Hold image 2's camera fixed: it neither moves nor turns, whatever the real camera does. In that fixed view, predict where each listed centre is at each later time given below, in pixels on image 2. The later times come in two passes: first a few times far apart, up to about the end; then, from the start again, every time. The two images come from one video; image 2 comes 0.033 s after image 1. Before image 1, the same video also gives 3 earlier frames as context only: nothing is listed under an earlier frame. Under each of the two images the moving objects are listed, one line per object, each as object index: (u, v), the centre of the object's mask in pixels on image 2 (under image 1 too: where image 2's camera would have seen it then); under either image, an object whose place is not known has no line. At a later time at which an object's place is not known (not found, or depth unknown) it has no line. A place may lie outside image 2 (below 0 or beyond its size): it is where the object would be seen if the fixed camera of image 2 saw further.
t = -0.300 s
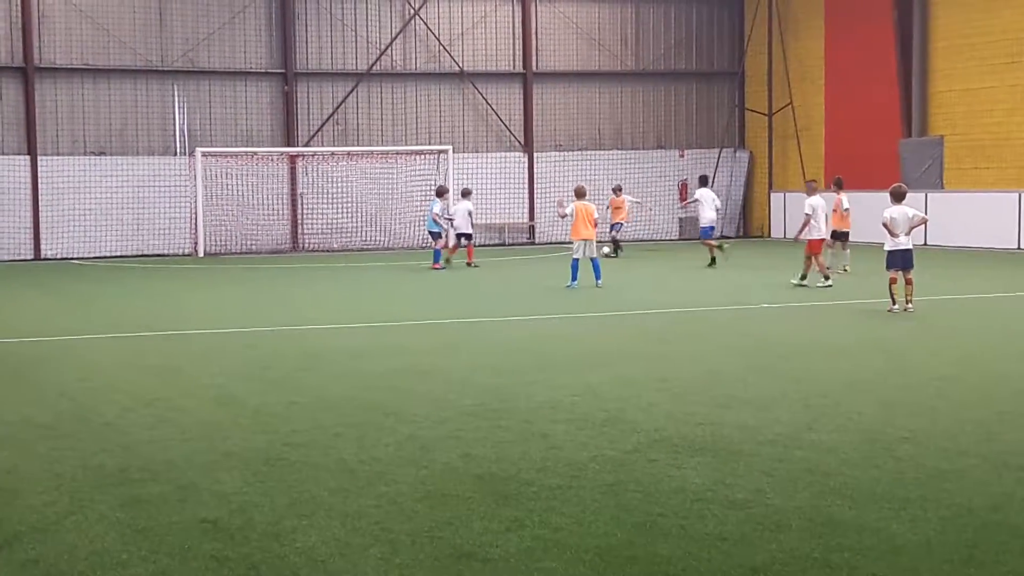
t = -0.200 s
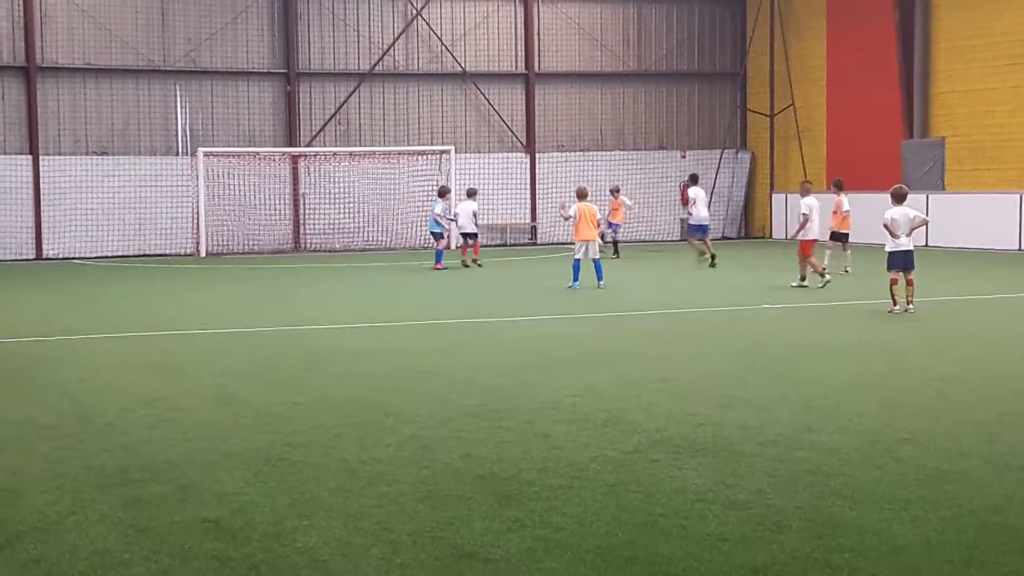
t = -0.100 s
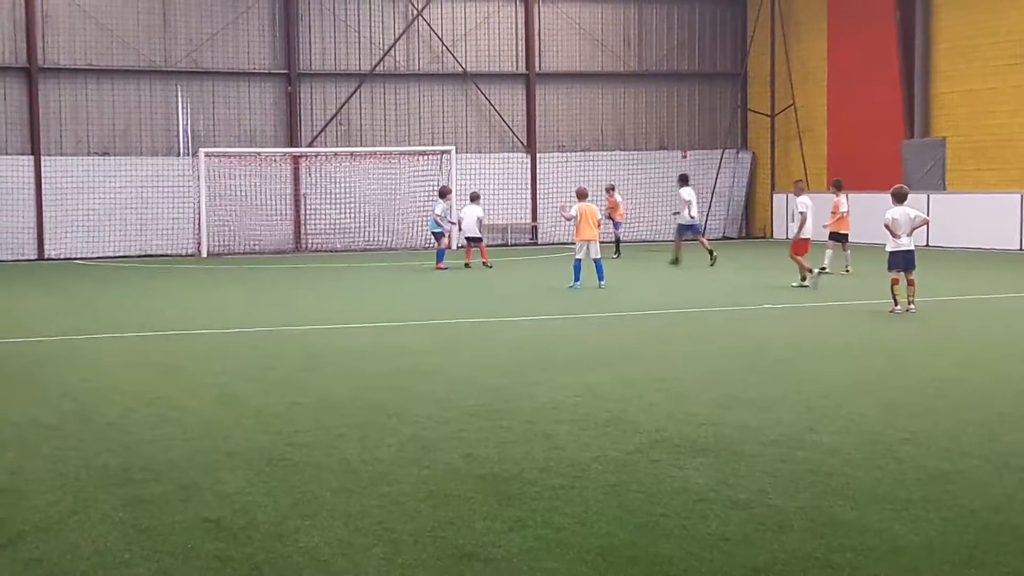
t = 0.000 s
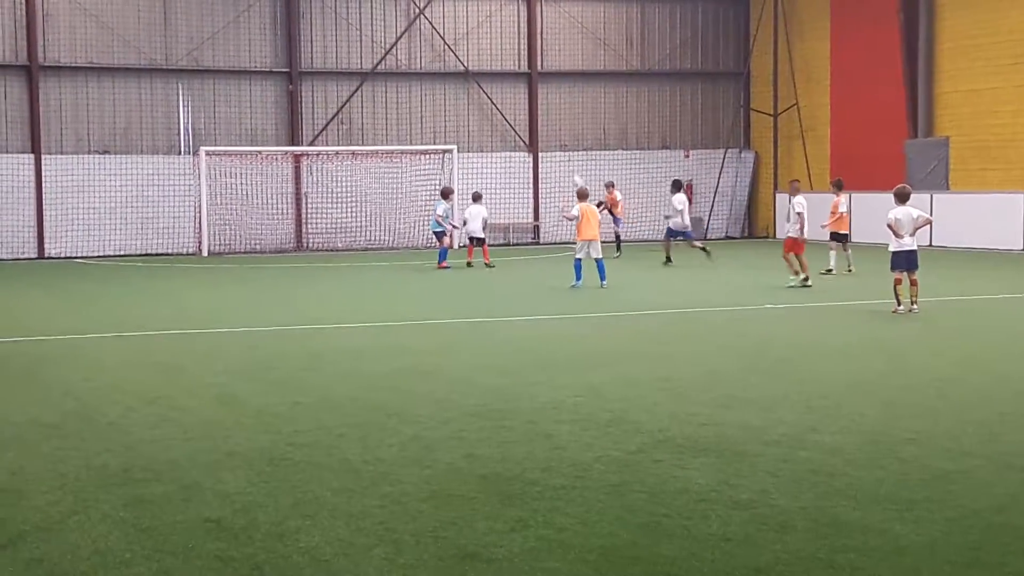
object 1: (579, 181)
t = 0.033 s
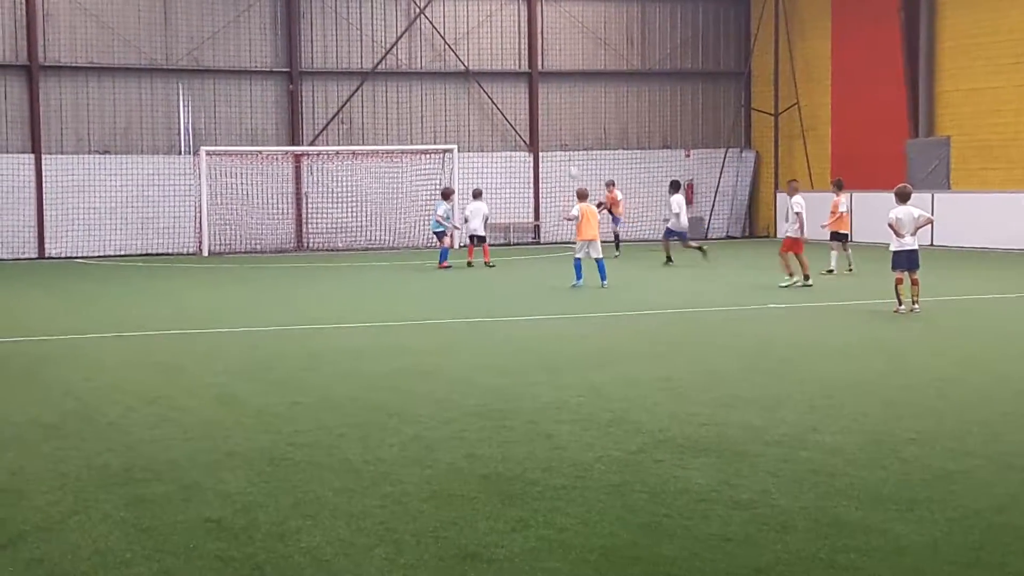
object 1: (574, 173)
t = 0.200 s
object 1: (556, 139)
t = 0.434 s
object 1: (531, 122)
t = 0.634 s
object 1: (509, 132)
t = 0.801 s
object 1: (490, 160)
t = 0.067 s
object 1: (571, 165)
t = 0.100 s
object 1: (567, 157)
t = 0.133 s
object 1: (564, 150)
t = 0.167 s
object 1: (560, 145)
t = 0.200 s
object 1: (556, 139)
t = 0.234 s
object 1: (553, 135)
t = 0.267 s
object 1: (549, 131)
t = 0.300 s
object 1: (545, 128)
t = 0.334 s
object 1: (542, 126)
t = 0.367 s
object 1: (538, 124)
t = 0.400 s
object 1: (535, 122)
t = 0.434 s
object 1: (531, 122)
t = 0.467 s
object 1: (527, 122)
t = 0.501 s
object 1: (523, 123)
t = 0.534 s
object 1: (520, 123)
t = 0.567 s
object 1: (516, 126)
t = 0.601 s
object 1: (513, 129)
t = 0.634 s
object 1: (509, 132)
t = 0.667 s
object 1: (505, 137)
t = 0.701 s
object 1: (501, 143)
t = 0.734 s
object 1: (497, 148)
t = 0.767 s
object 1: (493, 155)
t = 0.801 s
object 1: (490, 160)
